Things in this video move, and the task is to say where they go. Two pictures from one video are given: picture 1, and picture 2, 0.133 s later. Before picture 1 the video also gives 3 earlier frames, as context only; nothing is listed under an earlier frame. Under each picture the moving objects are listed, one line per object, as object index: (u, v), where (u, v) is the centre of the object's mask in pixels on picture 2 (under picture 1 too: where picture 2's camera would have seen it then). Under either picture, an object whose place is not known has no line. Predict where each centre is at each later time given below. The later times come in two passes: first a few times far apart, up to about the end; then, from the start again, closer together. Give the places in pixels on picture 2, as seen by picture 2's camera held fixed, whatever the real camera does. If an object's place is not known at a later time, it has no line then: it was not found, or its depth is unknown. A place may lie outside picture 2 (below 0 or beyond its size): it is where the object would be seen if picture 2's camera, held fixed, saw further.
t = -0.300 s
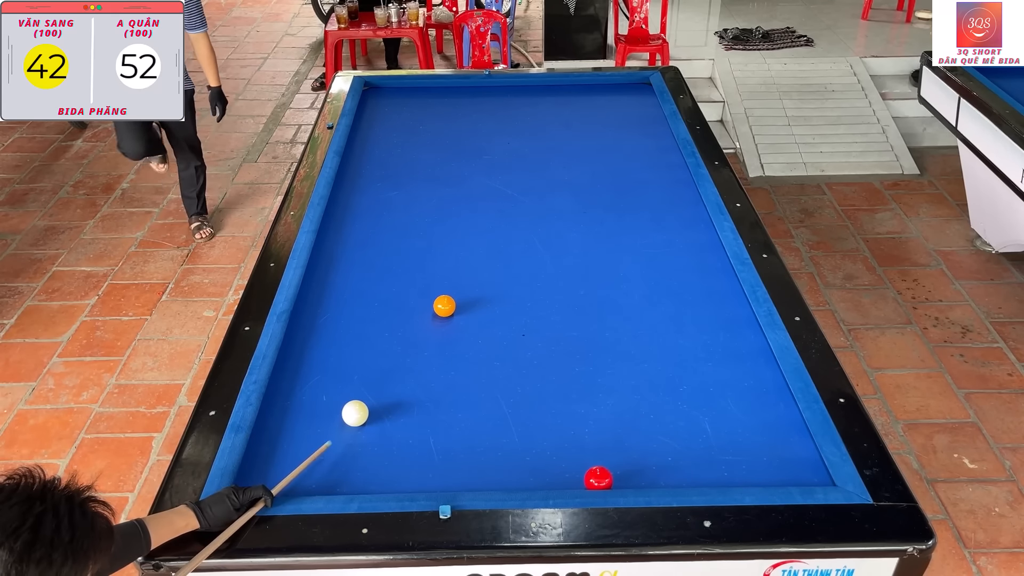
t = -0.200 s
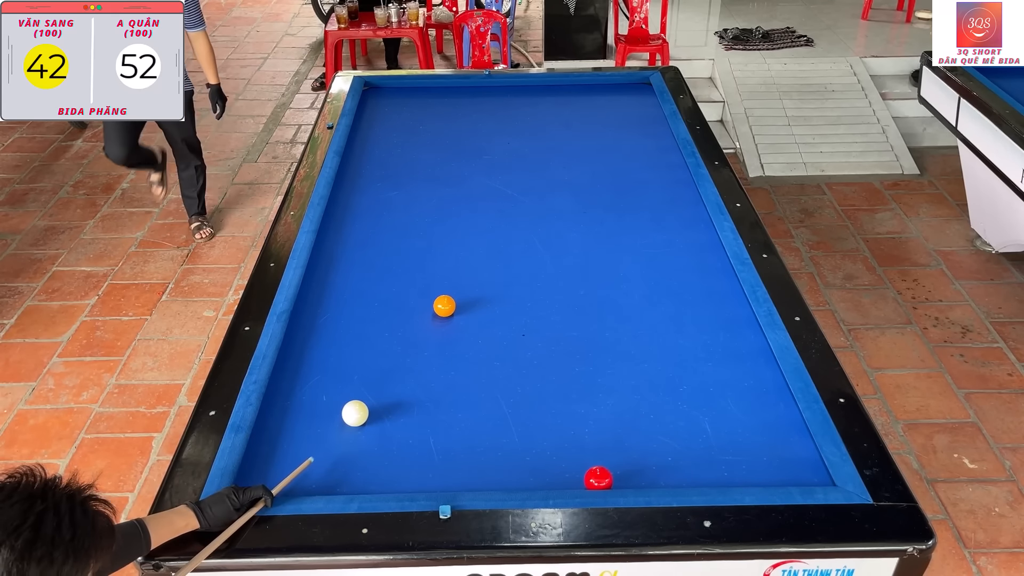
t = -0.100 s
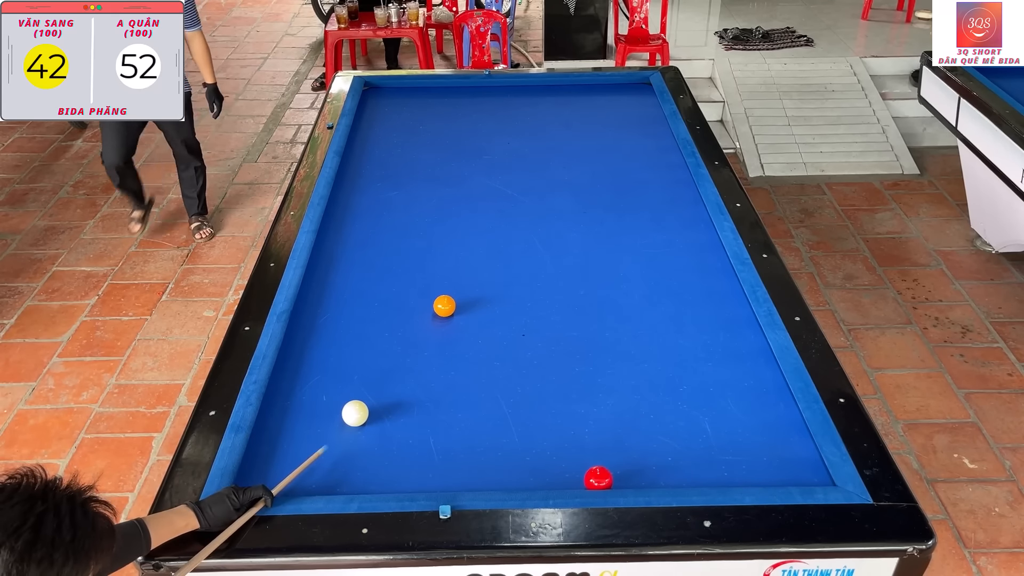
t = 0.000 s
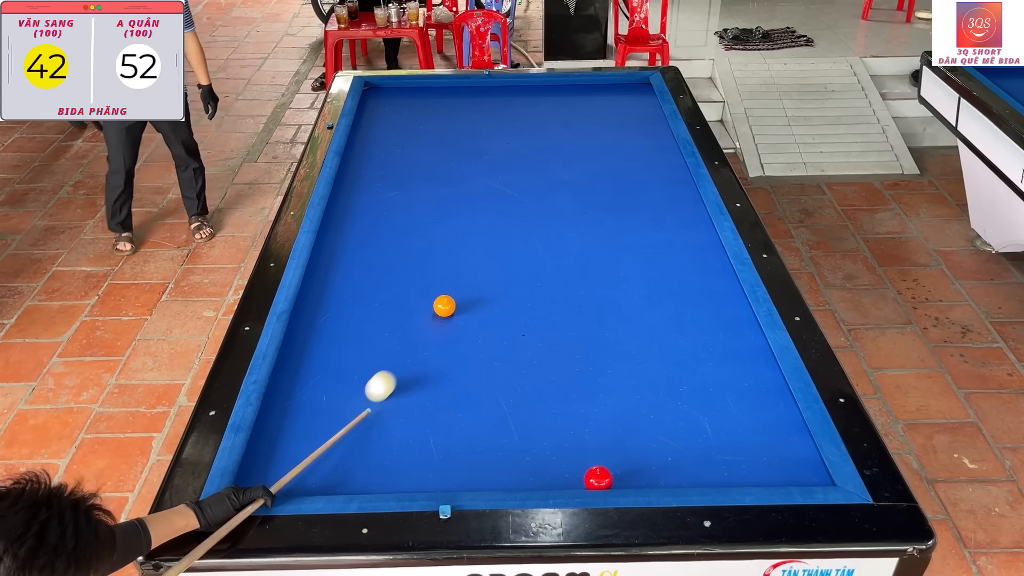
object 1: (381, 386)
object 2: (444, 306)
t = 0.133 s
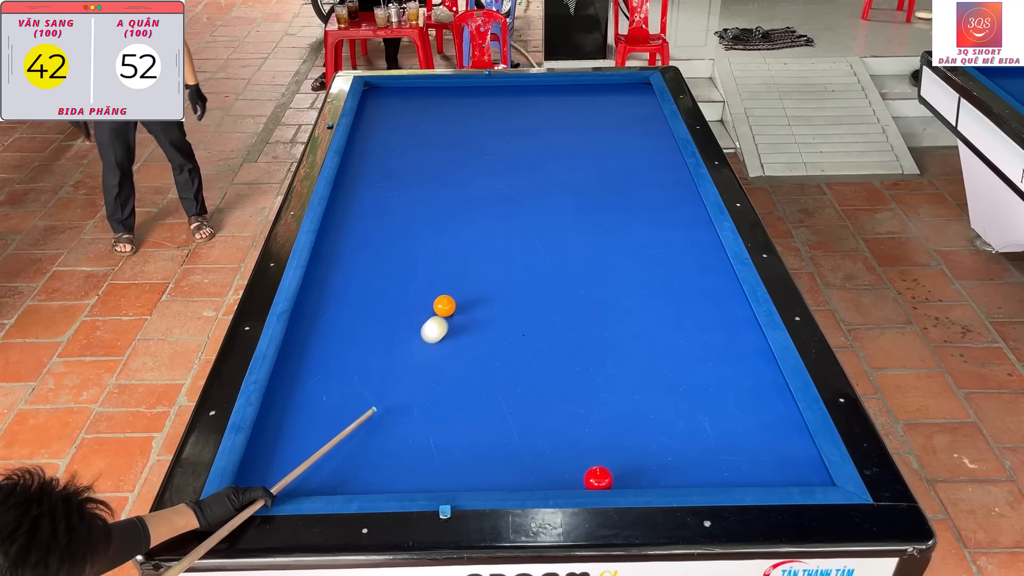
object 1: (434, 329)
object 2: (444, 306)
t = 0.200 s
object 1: (457, 317)
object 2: (443, 295)
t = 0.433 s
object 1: (523, 318)
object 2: (438, 242)
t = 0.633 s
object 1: (564, 325)
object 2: (435, 209)
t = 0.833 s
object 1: (604, 333)
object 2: (432, 180)
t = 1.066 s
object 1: (653, 342)
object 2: (429, 150)
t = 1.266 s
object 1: (695, 350)
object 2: (427, 128)
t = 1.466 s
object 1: (737, 358)
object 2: (425, 108)
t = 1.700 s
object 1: (757, 371)
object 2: (423, 87)
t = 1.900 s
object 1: (743, 388)
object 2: (419, 95)
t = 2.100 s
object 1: (730, 404)
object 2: (414, 105)
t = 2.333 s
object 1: (714, 424)
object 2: (408, 117)
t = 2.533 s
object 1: (700, 441)
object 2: (403, 128)
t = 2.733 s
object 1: (685, 459)
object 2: (398, 139)
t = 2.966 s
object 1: (668, 478)
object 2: (392, 153)
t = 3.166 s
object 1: (641, 472)
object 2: (386, 165)
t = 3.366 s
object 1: (616, 463)
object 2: (380, 178)
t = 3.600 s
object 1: (588, 454)
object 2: (372, 193)
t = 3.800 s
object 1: (565, 446)
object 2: (366, 206)
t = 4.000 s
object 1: (543, 439)
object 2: (359, 221)
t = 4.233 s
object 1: (520, 431)
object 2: (350, 238)
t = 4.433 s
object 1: (500, 425)
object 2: (343, 253)
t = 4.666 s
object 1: (479, 417)
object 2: (334, 272)
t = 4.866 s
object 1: (461, 411)
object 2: (325, 289)
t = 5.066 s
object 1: (444, 406)
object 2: (317, 306)
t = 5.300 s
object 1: (426, 399)
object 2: (307, 328)
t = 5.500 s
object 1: (411, 394)
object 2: (298, 347)
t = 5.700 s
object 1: (397, 390)
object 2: (288, 367)
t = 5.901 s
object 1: (384, 385)
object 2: (279, 388)
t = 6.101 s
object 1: (371, 381)
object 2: (276, 408)
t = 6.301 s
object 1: (359, 377)
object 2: (272, 429)
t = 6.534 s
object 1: (347, 372)
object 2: (268, 455)
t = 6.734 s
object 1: (336, 369)
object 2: (264, 478)
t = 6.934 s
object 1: (326, 366)
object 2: (265, 484)
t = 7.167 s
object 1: (316, 362)
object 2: (271, 469)
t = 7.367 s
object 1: (307, 360)
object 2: (276, 458)
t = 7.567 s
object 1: (299, 357)
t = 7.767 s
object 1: (291, 355)
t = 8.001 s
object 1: (286, 353)
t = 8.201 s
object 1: (298, 352)
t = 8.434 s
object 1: (302, 351)
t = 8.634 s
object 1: (305, 350)
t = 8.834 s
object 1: (308, 349)
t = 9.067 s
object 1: (310, 349)
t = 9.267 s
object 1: (310, 348)
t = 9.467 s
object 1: (311, 349)
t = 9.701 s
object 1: (312, 349)
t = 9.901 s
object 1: (312, 348)
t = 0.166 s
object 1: (445, 319)
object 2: (443, 301)
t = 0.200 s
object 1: (457, 317)
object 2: (443, 295)
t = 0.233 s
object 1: (468, 317)
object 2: (442, 286)
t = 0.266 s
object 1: (478, 316)
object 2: (441, 278)
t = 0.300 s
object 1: (488, 316)
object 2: (441, 270)
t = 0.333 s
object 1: (498, 316)
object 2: (440, 262)
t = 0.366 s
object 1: (506, 317)
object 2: (439, 255)
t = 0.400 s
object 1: (515, 317)
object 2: (439, 248)
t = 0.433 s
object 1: (523, 318)
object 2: (438, 242)
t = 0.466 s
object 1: (530, 319)
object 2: (438, 236)
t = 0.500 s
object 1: (537, 320)
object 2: (437, 230)
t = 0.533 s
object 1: (544, 321)
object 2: (436, 225)
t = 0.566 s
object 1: (550, 322)
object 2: (436, 219)
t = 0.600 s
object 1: (557, 324)
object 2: (435, 214)
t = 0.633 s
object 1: (564, 325)
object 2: (435, 209)
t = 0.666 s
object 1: (571, 326)
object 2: (434, 204)
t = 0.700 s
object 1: (577, 328)
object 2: (434, 199)
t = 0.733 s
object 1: (584, 329)
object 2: (433, 194)
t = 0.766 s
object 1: (591, 330)
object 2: (433, 189)
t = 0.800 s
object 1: (597, 331)
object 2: (432, 184)
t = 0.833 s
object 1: (604, 333)
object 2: (432, 180)
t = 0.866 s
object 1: (611, 334)
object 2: (432, 175)
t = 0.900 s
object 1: (618, 335)
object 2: (431, 171)
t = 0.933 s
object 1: (625, 337)
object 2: (431, 166)
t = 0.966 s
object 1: (632, 338)
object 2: (430, 162)
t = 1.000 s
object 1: (639, 339)
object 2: (430, 158)
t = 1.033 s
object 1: (646, 341)
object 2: (430, 154)
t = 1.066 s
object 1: (653, 342)
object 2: (429, 150)
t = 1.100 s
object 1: (660, 343)
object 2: (429, 146)
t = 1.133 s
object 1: (667, 345)
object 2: (428, 142)
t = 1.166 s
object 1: (674, 346)
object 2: (428, 138)
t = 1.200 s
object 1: (681, 347)
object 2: (428, 135)
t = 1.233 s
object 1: (688, 349)
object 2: (427, 131)
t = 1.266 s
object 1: (695, 350)
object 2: (427, 128)
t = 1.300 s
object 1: (702, 351)
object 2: (427, 124)
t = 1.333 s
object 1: (709, 353)
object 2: (426, 121)
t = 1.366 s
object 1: (716, 354)
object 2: (426, 117)
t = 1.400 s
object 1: (723, 355)
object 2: (426, 114)
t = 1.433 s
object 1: (730, 357)
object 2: (426, 111)
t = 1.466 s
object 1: (737, 358)
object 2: (425, 108)
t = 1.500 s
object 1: (744, 359)
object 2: (425, 105)
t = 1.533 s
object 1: (751, 361)
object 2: (425, 101)
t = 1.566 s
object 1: (758, 362)
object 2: (424, 98)
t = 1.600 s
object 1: (766, 363)
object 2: (424, 95)
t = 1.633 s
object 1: (764, 366)
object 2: (424, 93)
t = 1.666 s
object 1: (760, 369)
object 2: (424, 90)
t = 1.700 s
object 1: (757, 371)
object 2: (423, 87)
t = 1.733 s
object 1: (754, 374)
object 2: (423, 84)
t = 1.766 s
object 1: (752, 377)
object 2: (422, 86)
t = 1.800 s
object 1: (750, 380)
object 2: (421, 88)
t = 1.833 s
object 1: (748, 382)
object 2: (421, 90)
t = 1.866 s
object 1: (746, 385)
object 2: (420, 93)
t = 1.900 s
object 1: (743, 388)
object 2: (419, 95)
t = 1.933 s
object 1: (741, 390)
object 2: (418, 97)
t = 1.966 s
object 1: (739, 393)
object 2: (417, 98)
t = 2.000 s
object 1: (737, 396)
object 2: (416, 100)
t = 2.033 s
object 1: (735, 399)
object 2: (416, 102)
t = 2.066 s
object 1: (732, 401)
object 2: (415, 104)
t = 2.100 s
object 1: (730, 404)
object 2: (414, 105)
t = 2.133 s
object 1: (728, 407)
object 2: (413, 107)
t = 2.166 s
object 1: (726, 410)
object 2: (412, 109)
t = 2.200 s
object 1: (724, 413)
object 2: (412, 110)
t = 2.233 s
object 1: (721, 415)
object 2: (411, 112)
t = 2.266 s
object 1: (719, 418)
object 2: (410, 114)
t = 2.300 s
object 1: (716, 421)
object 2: (409, 116)
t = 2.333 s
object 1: (714, 424)
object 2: (408, 117)
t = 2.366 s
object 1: (712, 427)
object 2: (408, 119)
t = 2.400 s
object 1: (709, 430)
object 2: (407, 121)
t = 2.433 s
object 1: (707, 433)
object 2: (406, 123)
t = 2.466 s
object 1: (705, 436)
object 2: (405, 124)
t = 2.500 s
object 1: (702, 438)
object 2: (404, 126)
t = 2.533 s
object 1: (700, 441)
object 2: (403, 128)
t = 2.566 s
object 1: (698, 444)
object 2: (402, 130)
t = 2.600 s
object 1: (695, 447)
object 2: (401, 132)
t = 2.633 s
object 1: (693, 450)
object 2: (401, 134)
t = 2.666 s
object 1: (690, 453)
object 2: (400, 136)
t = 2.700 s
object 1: (688, 456)
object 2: (399, 137)
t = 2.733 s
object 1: (685, 459)
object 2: (398, 139)
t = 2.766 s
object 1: (683, 462)
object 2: (397, 141)
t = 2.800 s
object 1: (681, 465)
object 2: (396, 143)
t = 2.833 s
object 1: (678, 468)
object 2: (395, 145)
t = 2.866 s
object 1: (676, 471)
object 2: (394, 147)
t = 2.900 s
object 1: (673, 474)
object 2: (393, 149)
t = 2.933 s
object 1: (670, 476)
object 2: (392, 151)
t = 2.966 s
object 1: (668, 478)
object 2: (392, 153)
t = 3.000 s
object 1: (664, 478)
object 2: (391, 155)
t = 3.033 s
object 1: (659, 477)
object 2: (389, 157)
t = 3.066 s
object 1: (655, 476)
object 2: (389, 159)
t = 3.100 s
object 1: (650, 475)
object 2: (388, 161)
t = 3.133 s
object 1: (646, 474)
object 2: (387, 163)
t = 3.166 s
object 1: (641, 472)
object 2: (386, 165)
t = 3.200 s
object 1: (637, 471)
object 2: (385, 167)
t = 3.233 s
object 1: (633, 469)
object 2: (384, 169)
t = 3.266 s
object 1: (629, 468)
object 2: (383, 171)
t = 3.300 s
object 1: (624, 466)
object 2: (382, 173)
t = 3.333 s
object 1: (621, 465)
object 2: (381, 175)
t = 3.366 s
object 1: (616, 463)
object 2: (380, 178)
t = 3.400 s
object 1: (613, 461)
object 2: (379, 180)
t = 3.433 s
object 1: (608, 459)
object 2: (378, 182)
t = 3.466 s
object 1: (604, 458)
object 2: (377, 184)
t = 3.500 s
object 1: (600, 457)
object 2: (376, 186)
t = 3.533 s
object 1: (596, 456)
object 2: (375, 188)
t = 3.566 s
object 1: (592, 455)
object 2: (373, 191)
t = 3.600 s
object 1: (588, 454)
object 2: (372, 193)
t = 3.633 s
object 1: (584, 453)
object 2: (371, 195)
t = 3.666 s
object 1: (580, 452)
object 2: (370, 197)
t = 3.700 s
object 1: (576, 450)
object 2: (369, 200)
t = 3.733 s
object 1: (573, 449)
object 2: (368, 202)
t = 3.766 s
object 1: (569, 448)
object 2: (367, 204)
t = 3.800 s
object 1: (565, 446)
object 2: (366, 206)
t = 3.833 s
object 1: (561, 445)
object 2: (364, 209)
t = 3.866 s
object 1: (558, 444)
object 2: (363, 211)
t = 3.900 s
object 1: (554, 442)
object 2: (362, 213)
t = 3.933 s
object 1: (551, 441)
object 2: (361, 216)
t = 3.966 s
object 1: (547, 440)
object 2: (360, 218)
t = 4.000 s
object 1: (543, 439)
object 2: (359, 221)
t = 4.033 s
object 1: (540, 438)
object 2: (358, 223)
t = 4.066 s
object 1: (537, 437)
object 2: (356, 225)
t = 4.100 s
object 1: (533, 436)
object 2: (355, 228)
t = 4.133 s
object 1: (530, 434)
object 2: (354, 230)
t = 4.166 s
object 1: (526, 433)
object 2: (353, 233)
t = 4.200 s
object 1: (523, 432)
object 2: (352, 235)
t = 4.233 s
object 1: (520, 431)
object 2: (350, 238)
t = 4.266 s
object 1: (516, 430)
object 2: (349, 240)
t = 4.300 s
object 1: (513, 429)
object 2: (348, 243)
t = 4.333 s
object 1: (509, 428)
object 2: (347, 245)
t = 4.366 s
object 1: (506, 427)
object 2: (345, 248)
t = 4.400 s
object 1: (503, 426)
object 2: (344, 250)
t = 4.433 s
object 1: (500, 425)
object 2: (343, 253)
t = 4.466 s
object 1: (497, 424)
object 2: (341, 256)
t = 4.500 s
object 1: (494, 423)
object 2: (340, 258)
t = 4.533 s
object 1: (491, 421)
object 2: (339, 261)
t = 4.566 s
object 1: (487, 420)
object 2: (338, 264)
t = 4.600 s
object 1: (484, 419)
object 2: (336, 266)
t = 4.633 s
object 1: (481, 418)
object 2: (335, 269)
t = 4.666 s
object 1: (479, 417)
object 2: (334, 272)
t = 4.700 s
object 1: (476, 416)
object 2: (332, 275)
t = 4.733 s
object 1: (473, 415)
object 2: (331, 277)
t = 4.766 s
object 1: (470, 414)
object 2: (330, 280)
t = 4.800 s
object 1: (467, 413)
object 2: (328, 283)
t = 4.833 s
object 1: (464, 412)
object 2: (327, 286)
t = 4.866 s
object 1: (461, 411)
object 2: (325, 289)
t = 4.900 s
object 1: (458, 410)
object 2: (324, 292)
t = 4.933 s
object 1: (455, 409)
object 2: (323, 295)
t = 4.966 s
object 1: (453, 408)
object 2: (321, 297)
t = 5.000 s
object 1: (450, 407)
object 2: (320, 300)
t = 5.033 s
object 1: (447, 407)
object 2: (318, 303)
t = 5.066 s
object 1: (444, 406)
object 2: (317, 306)
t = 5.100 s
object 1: (442, 405)
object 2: (315, 309)
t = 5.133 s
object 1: (439, 404)
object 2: (314, 312)
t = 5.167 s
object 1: (436, 403)
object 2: (313, 315)
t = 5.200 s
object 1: (434, 402)
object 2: (311, 318)
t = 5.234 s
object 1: (431, 401)
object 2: (310, 322)
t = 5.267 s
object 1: (429, 400)
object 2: (308, 325)
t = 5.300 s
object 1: (426, 399)
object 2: (307, 328)
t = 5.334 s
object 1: (423, 398)
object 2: (305, 331)
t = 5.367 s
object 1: (421, 397)
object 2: (304, 334)
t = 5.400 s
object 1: (418, 397)
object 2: (302, 337)
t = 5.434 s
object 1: (416, 396)
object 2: (301, 341)
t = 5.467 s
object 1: (414, 395)
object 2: (299, 344)
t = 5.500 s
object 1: (411, 394)
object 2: (298, 347)
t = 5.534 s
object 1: (409, 393)
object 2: (296, 350)
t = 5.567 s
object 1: (406, 393)
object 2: (295, 354)
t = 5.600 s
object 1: (404, 392)
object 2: (293, 357)
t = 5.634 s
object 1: (402, 391)
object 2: (291, 360)
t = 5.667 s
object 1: (399, 390)
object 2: (290, 364)
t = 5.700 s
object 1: (397, 390)
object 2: (288, 367)
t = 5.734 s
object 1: (395, 389)
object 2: (286, 370)
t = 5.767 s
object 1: (393, 388)
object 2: (285, 374)
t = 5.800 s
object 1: (390, 387)
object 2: (283, 377)
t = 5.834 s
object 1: (388, 387)
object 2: (281, 381)
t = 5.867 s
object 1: (386, 386)
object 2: (280, 385)
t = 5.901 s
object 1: (384, 385)
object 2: (279, 388)
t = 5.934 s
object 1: (382, 384)
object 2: (279, 391)
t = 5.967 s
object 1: (379, 384)
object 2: (278, 395)
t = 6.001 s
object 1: (377, 383)
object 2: (277, 398)
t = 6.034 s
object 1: (375, 382)
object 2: (277, 401)
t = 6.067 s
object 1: (373, 382)
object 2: (276, 405)
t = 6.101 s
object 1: (371, 381)
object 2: (276, 408)
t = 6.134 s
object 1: (369, 380)
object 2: (275, 412)
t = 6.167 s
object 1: (367, 379)
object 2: (274, 415)
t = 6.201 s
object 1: (365, 379)
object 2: (274, 419)
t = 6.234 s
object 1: (363, 378)
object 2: (273, 422)
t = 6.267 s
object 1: (361, 377)
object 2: (273, 426)
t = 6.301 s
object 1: (359, 377)
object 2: (272, 429)
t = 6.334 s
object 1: (357, 376)
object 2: (271, 433)
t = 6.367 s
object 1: (356, 375)
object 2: (271, 437)
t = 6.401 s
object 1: (354, 375)
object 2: (270, 440)
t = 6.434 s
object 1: (352, 374)
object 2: (270, 444)
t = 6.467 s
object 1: (350, 373)
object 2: (269, 448)
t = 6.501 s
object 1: (348, 373)
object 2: (268, 451)
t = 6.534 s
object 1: (347, 372)
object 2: (268, 455)
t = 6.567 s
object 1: (345, 372)
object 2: (267, 459)
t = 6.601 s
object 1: (343, 371)
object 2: (267, 462)
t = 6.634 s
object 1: (341, 370)
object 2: (266, 466)
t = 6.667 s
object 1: (340, 370)
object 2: (265, 470)
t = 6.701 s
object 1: (338, 369)
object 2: (265, 474)
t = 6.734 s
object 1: (336, 369)
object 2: (264, 478)
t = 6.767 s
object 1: (335, 368)
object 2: (263, 481)
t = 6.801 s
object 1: (333, 368)
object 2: (263, 484)
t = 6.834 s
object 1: (331, 367)
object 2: (262, 487)
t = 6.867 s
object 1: (330, 367)
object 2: (263, 487)
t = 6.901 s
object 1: (328, 366)
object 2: (264, 485)
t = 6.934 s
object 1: (326, 366)
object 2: (265, 484)
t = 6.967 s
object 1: (325, 365)
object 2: (266, 482)
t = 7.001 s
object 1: (323, 365)
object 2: (267, 480)
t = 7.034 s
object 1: (322, 364)
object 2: (268, 478)
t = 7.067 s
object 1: (320, 364)
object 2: (269, 475)
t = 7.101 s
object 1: (319, 363)
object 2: (270, 473)
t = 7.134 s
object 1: (317, 363)
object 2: (270, 471)
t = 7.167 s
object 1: (316, 362)
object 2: (271, 469)
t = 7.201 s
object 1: (314, 362)
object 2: (272, 467)
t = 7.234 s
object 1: (313, 361)
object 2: (273, 465)
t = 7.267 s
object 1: (311, 361)
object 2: (274, 463)
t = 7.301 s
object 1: (310, 361)
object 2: (275, 461)
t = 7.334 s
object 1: (309, 360)
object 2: (276, 459)
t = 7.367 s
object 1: (307, 360)
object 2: (276, 458)
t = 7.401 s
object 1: (306, 359)
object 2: (277, 456)
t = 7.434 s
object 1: (304, 359)
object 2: (278, 454)
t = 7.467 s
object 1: (303, 359)
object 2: (279, 452)
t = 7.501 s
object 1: (302, 358)
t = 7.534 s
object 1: (300, 358)
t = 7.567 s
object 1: (299, 357)
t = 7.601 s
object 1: (298, 357)
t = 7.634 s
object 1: (297, 357)
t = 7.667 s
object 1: (295, 356)
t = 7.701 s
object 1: (294, 356)
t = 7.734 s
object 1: (293, 356)
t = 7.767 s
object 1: (291, 355)
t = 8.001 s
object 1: (286, 353)
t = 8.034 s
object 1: (294, 353)
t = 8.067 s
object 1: (295, 353)
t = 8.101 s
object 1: (296, 353)
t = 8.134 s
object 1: (297, 352)
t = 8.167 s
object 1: (297, 352)
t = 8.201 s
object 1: (298, 352)
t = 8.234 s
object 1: (299, 352)
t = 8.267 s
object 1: (299, 352)
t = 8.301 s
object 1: (300, 351)
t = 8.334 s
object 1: (300, 351)
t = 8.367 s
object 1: (301, 351)
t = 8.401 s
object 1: (302, 351)
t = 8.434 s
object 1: (302, 351)
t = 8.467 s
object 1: (303, 350)
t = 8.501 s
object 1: (303, 350)
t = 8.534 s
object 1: (304, 350)
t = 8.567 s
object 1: (304, 350)
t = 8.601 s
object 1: (305, 350)
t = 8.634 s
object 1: (305, 350)
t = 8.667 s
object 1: (306, 350)
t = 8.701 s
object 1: (306, 349)
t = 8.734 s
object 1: (306, 349)
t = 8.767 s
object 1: (307, 349)
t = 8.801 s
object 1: (307, 349)
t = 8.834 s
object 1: (308, 349)
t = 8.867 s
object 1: (308, 349)
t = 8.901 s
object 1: (308, 349)
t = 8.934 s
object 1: (308, 349)
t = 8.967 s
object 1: (309, 349)
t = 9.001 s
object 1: (309, 349)
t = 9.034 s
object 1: (309, 349)
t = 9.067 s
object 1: (310, 349)
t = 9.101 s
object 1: (310, 349)
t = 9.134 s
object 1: (310, 348)
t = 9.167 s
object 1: (310, 348)
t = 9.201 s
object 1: (310, 348)
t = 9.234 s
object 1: (310, 348)
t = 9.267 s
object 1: (310, 348)
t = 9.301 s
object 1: (311, 349)
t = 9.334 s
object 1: (311, 349)
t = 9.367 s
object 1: (311, 349)
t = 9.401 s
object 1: (311, 349)
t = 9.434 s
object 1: (311, 349)
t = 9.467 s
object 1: (311, 349)
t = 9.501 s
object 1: (311, 349)
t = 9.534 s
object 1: (311, 349)
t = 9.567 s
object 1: (312, 349)
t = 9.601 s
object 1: (312, 349)
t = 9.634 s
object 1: (312, 349)
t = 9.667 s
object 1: (312, 349)
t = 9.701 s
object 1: (312, 349)
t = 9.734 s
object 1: (312, 349)
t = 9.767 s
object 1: (312, 349)
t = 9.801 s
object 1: (312, 349)
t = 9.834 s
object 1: (312, 348)
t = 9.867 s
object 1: (312, 348)
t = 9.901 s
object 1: (312, 348)
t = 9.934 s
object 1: (312, 348)
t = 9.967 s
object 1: (312, 348)
